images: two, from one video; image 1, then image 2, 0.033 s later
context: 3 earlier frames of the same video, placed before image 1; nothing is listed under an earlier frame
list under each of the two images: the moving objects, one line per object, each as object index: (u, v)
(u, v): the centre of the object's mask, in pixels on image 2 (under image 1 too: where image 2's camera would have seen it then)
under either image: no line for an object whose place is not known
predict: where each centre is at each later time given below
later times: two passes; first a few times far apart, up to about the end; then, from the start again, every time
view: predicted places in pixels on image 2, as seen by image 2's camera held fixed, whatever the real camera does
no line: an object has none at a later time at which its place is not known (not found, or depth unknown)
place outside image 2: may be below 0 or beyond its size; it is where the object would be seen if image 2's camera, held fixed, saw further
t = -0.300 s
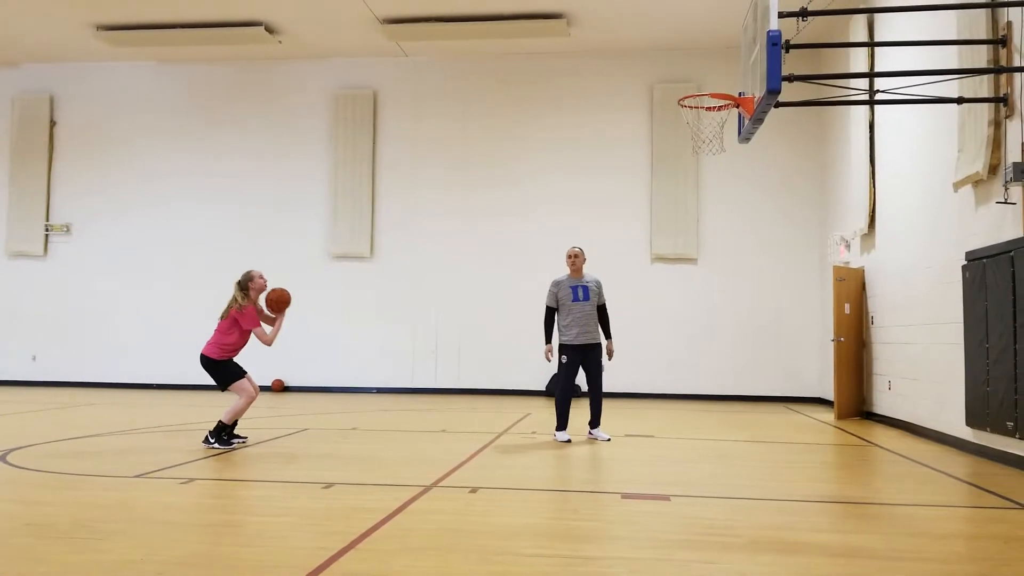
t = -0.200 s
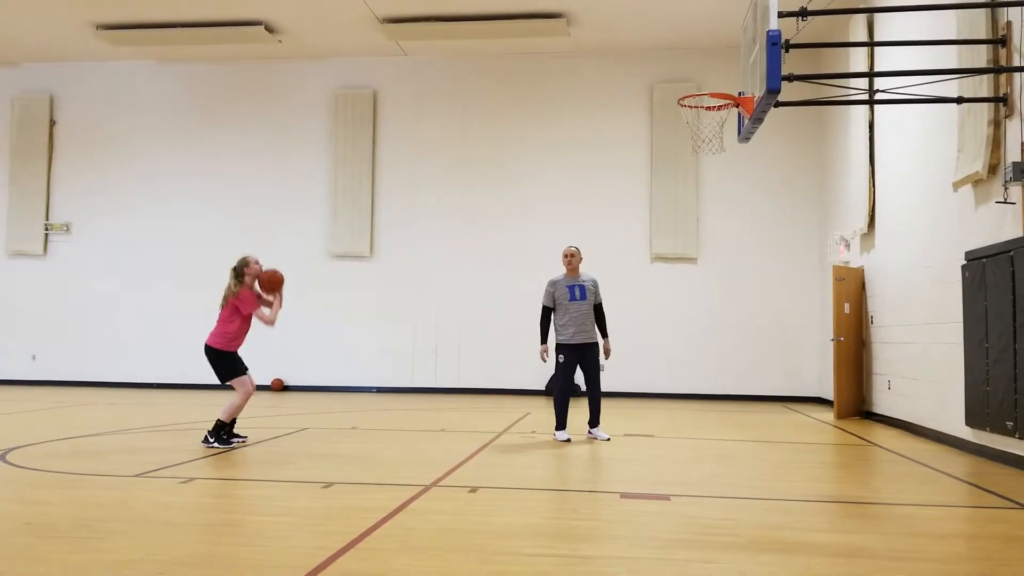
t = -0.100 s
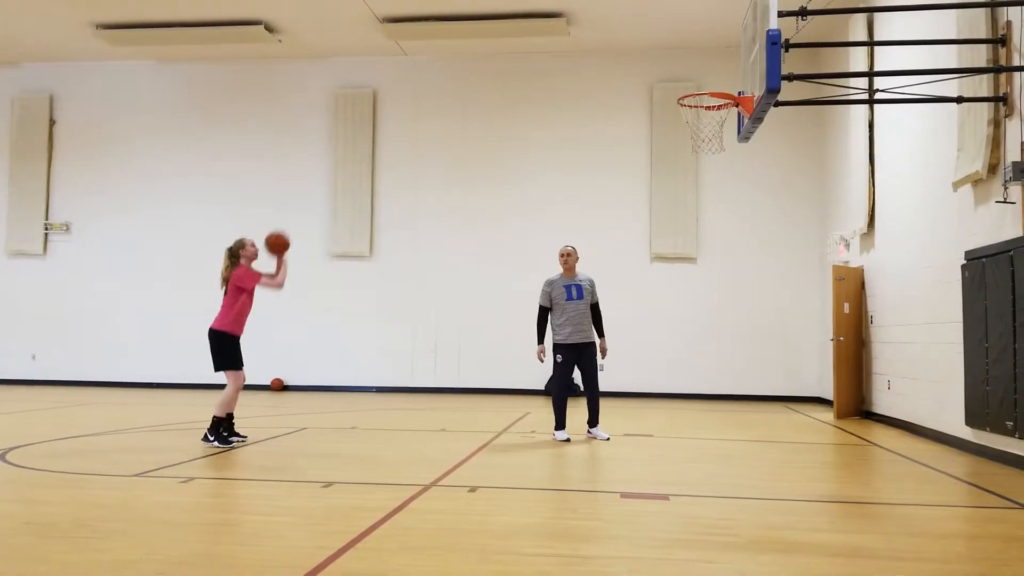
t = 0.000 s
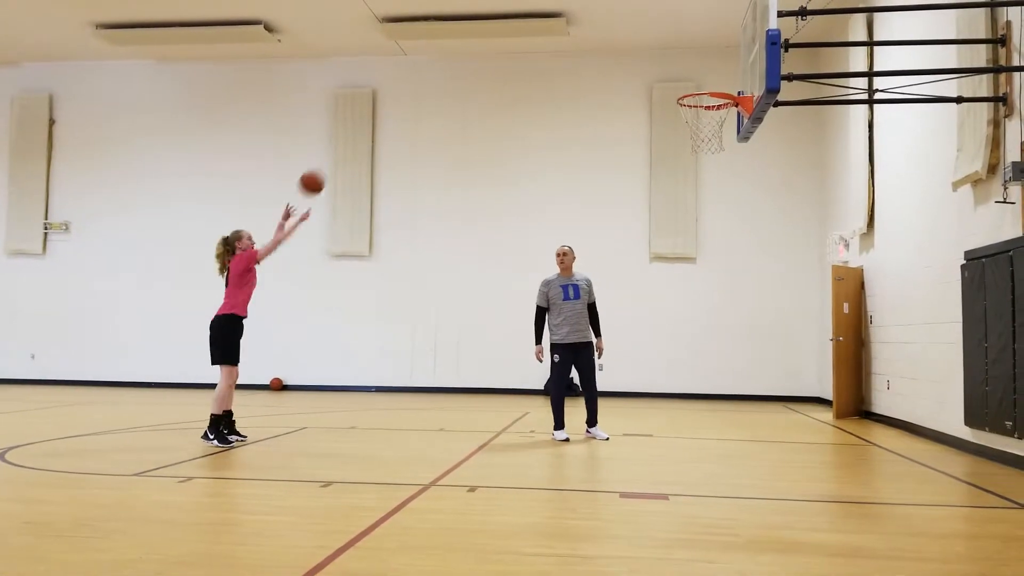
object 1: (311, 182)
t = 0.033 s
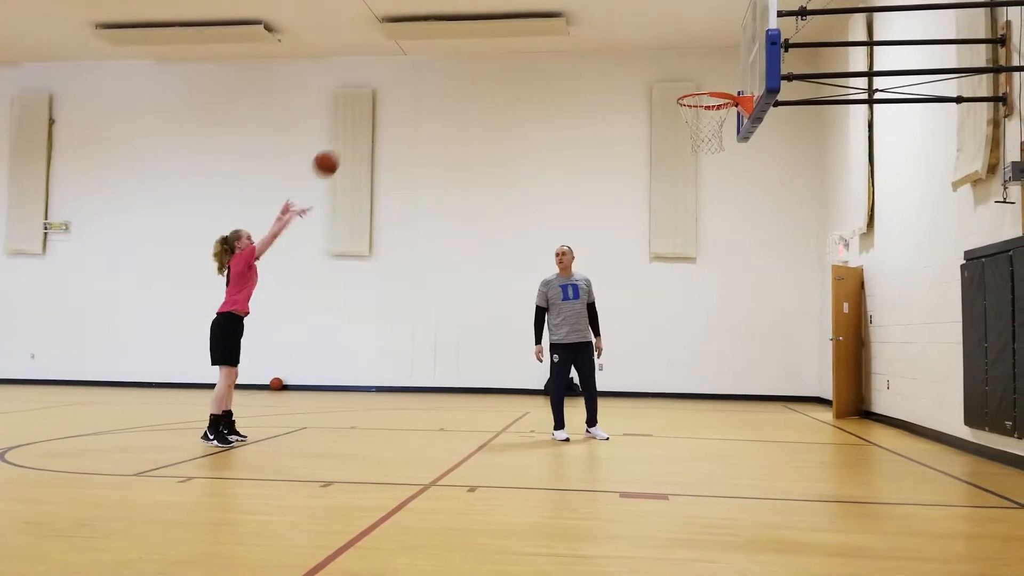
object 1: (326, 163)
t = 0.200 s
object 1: (398, 82)
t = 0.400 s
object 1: (483, 20)
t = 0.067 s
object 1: (340, 145)
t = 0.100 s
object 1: (354, 128)
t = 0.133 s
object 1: (369, 112)
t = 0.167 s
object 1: (383, 96)
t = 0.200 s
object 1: (398, 82)
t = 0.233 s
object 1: (412, 69)
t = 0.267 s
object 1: (426, 58)
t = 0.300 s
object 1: (441, 47)
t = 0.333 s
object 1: (455, 37)
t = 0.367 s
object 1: (469, 28)
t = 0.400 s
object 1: (483, 20)
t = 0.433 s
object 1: (497, 14)
